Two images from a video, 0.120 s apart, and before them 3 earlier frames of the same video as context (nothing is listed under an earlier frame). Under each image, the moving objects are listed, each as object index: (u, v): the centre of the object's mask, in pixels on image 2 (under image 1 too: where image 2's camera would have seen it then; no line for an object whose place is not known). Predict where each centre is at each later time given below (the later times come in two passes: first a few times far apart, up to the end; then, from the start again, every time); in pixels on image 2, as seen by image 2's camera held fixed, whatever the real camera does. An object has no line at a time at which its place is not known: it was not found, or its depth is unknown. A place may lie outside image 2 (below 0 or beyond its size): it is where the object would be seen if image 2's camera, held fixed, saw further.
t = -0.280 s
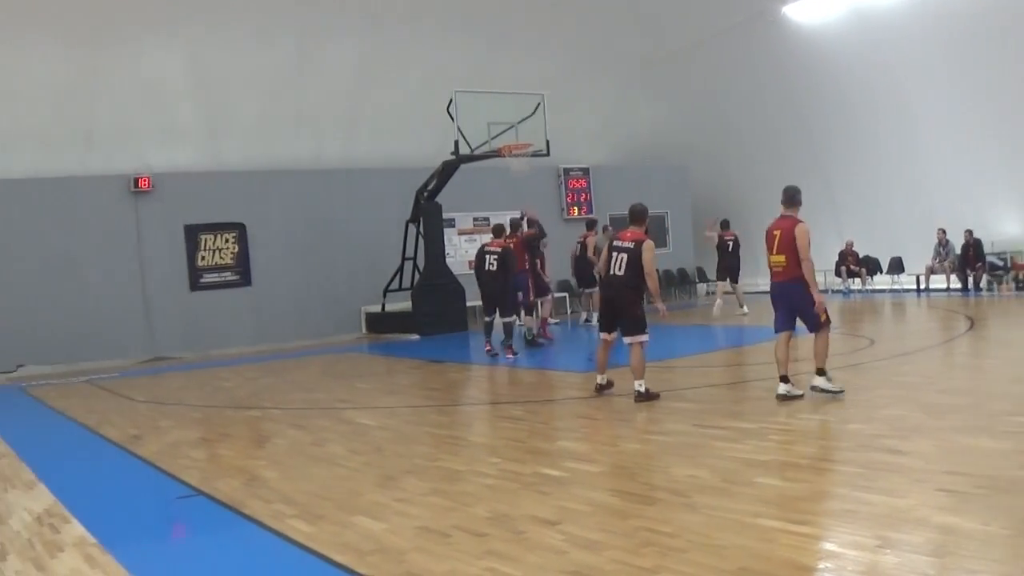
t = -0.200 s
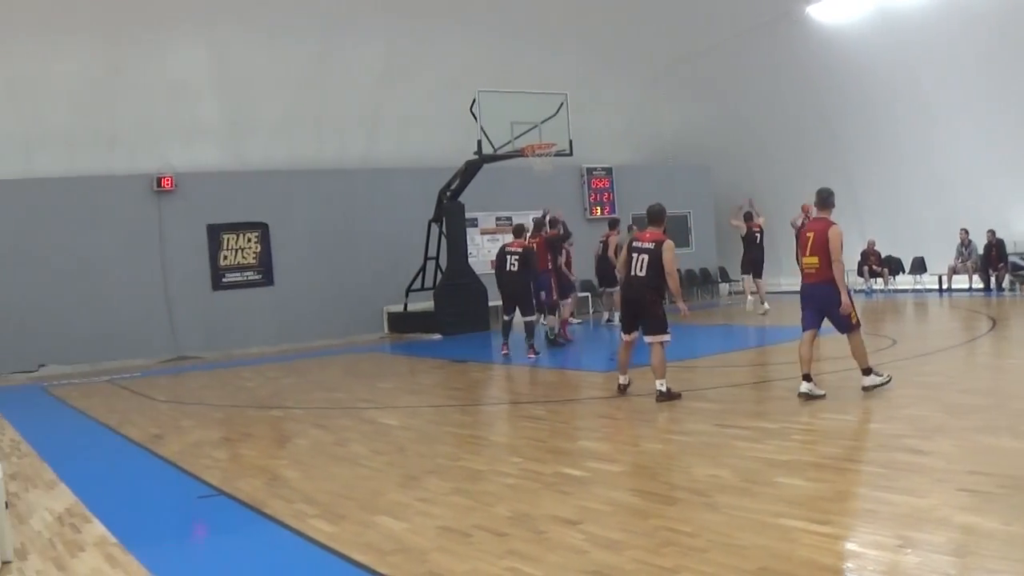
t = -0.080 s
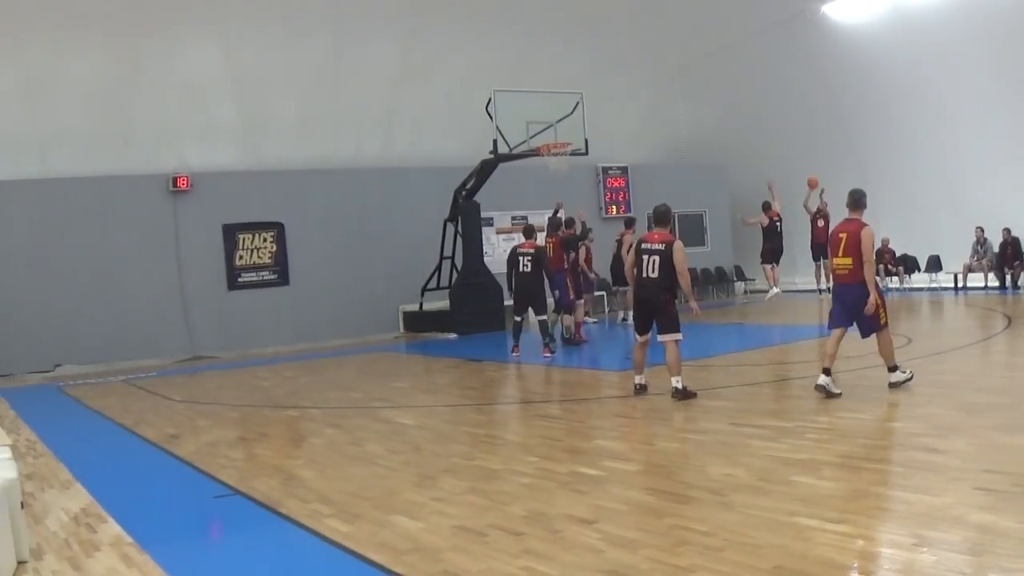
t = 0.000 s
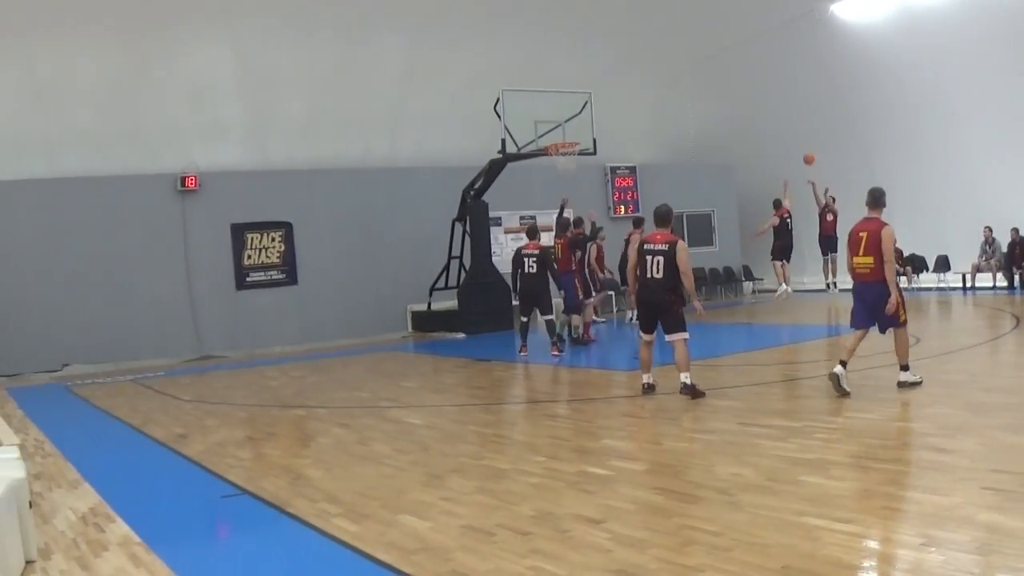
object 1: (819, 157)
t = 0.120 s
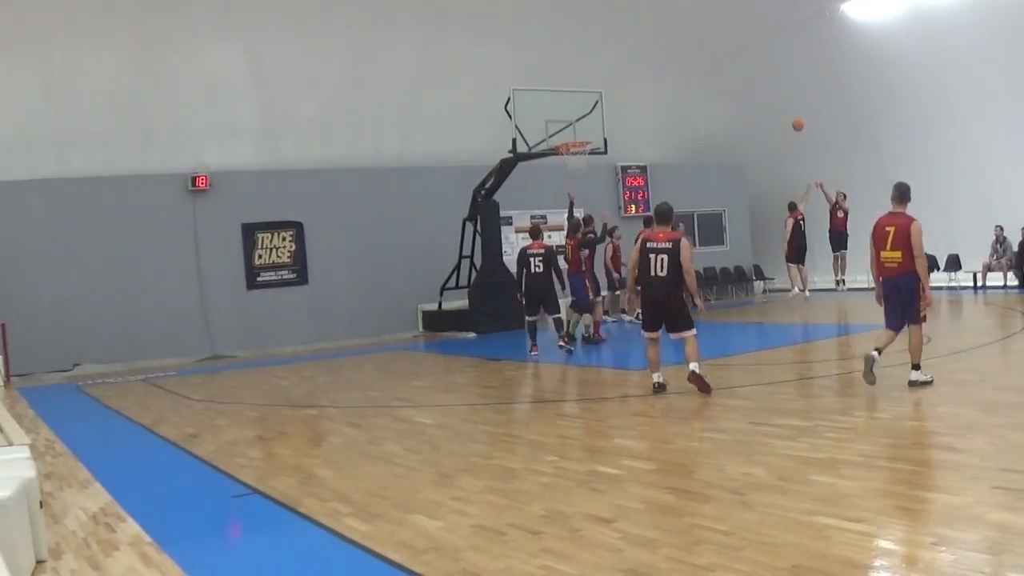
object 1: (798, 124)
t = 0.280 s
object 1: (768, 91)
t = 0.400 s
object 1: (743, 72)
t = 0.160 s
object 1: (790, 115)
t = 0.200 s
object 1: (782, 105)
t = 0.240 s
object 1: (776, 98)
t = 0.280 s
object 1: (768, 91)
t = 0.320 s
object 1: (761, 84)
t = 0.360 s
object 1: (753, 78)
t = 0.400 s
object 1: (743, 72)
